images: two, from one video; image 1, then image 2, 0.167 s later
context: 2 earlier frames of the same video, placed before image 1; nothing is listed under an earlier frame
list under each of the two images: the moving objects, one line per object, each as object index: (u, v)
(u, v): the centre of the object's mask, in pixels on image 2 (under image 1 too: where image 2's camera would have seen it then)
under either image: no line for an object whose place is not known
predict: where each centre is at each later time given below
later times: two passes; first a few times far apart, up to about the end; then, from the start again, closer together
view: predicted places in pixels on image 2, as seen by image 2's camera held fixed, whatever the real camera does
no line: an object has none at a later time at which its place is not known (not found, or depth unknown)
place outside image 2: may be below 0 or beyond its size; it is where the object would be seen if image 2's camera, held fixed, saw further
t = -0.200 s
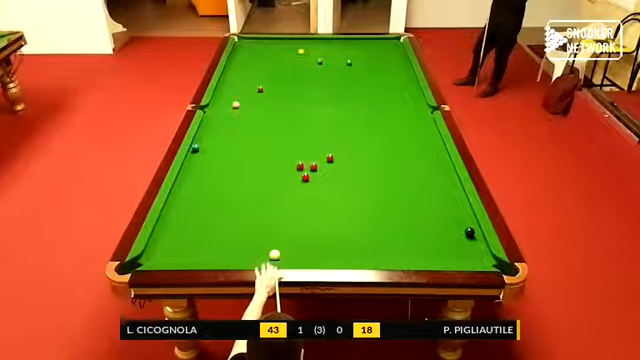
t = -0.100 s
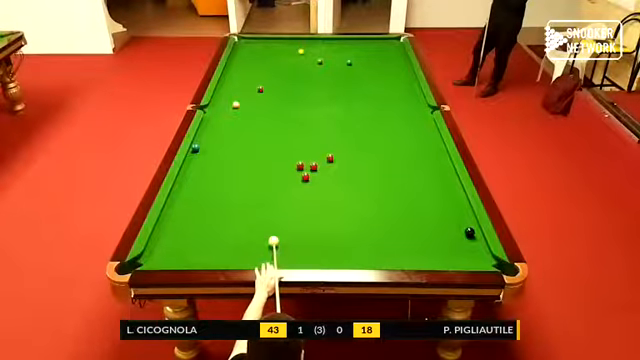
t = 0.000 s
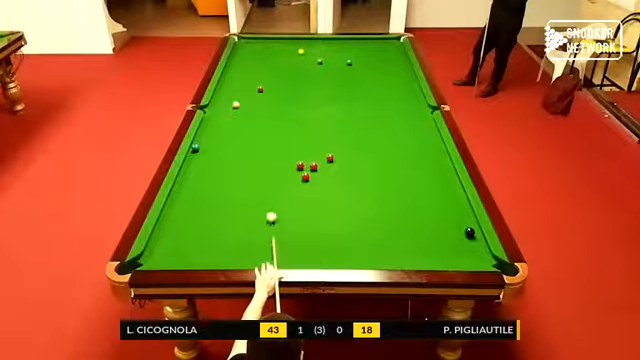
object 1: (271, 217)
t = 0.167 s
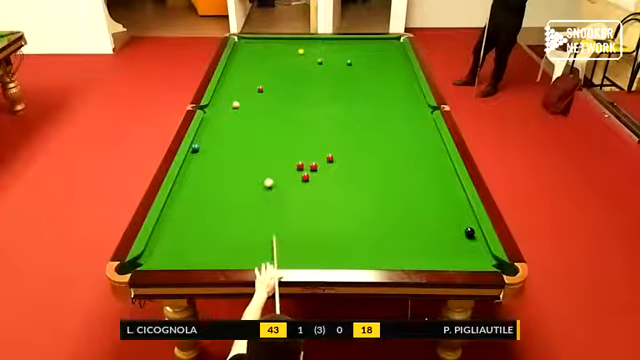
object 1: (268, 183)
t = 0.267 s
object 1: (267, 165)
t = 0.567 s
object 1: (263, 122)
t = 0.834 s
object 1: (260, 93)
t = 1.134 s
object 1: (260, 87)
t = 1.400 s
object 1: (259, 80)
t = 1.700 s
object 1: (259, 75)
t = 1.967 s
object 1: (259, 70)
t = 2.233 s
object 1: (258, 66)
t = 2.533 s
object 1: (258, 62)
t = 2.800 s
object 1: (258, 59)
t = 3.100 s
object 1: (257, 56)
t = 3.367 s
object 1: (257, 54)
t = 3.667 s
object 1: (257, 52)
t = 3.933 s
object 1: (257, 50)
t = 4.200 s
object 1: (257, 48)
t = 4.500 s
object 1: (256, 47)
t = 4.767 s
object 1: (256, 46)
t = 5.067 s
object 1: (256, 45)
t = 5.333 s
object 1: (256, 44)
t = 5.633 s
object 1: (256, 44)
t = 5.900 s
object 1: (256, 44)
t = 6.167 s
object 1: (256, 44)
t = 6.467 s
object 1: (256, 44)
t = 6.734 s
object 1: (256, 44)
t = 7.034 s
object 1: (256, 44)
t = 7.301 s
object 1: (256, 44)
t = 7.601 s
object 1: (256, 44)
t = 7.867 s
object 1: (256, 44)
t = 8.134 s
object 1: (256, 44)
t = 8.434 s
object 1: (256, 44)
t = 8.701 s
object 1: (256, 44)
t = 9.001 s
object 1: (256, 44)
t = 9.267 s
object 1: (256, 44)
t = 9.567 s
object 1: (256, 44)
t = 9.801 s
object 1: (256, 44)
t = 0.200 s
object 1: (268, 176)
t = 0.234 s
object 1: (267, 171)
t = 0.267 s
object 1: (267, 165)
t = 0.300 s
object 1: (266, 159)
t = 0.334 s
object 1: (265, 154)
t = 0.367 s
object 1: (265, 149)
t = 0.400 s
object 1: (265, 144)
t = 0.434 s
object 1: (264, 139)
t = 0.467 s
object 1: (264, 135)
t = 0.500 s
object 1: (263, 131)
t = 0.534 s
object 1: (263, 126)
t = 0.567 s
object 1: (263, 122)
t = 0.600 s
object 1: (263, 118)
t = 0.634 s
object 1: (262, 114)
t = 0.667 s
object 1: (262, 110)
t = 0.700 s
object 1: (262, 107)
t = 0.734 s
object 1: (262, 103)
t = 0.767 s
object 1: (261, 100)
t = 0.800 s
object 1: (261, 96)
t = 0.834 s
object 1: (260, 93)
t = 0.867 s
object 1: (260, 91)
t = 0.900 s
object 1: (260, 91)
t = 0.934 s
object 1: (260, 90)
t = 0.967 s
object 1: (260, 90)
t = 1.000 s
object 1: (260, 89)
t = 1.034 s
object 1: (260, 89)
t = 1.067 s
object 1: (260, 88)
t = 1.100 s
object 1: (260, 87)
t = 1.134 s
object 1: (260, 87)
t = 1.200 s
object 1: (260, 85)
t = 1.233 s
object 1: (260, 84)
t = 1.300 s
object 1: (259, 82)
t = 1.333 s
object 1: (259, 82)
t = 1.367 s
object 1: (259, 81)
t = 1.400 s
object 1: (259, 80)
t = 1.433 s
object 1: (259, 80)
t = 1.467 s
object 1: (259, 79)
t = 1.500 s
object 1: (259, 78)
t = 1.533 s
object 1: (259, 77)
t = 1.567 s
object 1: (259, 77)
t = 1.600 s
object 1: (259, 76)
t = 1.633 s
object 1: (259, 76)
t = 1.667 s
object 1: (259, 75)
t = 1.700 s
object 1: (259, 75)
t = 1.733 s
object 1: (259, 74)
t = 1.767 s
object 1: (259, 74)
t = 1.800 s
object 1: (259, 73)
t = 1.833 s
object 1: (259, 73)
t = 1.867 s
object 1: (259, 72)
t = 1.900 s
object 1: (259, 71)
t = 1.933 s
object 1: (259, 71)
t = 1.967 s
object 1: (259, 70)
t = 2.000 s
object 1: (259, 70)
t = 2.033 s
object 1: (259, 69)
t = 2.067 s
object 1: (259, 69)
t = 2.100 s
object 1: (259, 68)
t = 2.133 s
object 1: (259, 68)
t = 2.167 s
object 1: (259, 67)
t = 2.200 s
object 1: (259, 67)
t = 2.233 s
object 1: (258, 66)
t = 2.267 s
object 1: (258, 65)
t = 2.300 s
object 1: (258, 65)
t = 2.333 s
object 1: (258, 65)
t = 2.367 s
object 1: (258, 65)
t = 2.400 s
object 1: (258, 64)
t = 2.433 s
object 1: (258, 64)
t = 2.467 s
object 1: (258, 63)
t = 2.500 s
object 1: (258, 63)
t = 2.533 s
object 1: (258, 62)
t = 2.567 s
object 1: (258, 62)
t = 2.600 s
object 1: (258, 62)
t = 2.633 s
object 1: (258, 61)
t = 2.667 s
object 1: (258, 61)
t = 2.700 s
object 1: (258, 60)
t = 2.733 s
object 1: (258, 60)
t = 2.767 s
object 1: (258, 59)
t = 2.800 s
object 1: (258, 59)
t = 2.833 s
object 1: (258, 58)
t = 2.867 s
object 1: (258, 58)
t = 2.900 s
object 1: (258, 58)
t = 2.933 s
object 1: (258, 58)
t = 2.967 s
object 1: (258, 58)
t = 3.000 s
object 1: (258, 57)
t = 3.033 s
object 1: (258, 57)
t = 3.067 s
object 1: (257, 56)
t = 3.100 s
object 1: (257, 56)
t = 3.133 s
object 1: (257, 55)
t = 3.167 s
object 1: (257, 55)
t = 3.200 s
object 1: (257, 55)
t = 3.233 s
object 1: (257, 54)
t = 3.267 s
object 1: (257, 54)
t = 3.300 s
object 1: (257, 54)
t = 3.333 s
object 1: (257, 54)
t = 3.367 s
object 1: (257, 54)
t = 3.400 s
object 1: (257, 53)
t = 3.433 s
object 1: (257, 53)
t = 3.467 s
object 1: (257, 53)
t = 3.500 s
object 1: (257, 52)
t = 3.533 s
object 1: (257, 52)
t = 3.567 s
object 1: (257, 52)
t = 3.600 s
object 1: (257, 52)
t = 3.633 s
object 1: (257, 52)
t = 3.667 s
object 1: (257, 52)
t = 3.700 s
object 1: (257, 52)
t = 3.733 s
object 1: (257, 51)
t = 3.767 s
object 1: (257, 51)
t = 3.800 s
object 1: (257, 50)
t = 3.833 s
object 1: (257, 50)
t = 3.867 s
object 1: (257, 50)
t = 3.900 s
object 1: (257, 50)
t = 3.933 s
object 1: (257, 50)
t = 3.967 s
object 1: (257, 50)
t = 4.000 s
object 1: (257, 49)
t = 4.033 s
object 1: (257, 49)
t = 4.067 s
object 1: (257, 49)
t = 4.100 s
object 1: (257, 48)
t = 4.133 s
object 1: (257, 48)
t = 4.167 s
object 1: (257, 48)
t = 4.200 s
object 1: (257, 48)
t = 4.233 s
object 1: (257, 48)
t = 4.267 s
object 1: (257, 48)
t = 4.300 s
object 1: (257, 48)
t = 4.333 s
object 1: (257, 48)
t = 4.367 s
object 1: (257, 47)
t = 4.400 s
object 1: (257, 47)
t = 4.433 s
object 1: (257, 47)
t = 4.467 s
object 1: (256, 47)
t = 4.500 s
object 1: (256, 47)
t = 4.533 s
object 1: (256, 46)
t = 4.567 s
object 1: (257, 46)
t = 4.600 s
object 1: (257, 46)
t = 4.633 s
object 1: (257, 46)
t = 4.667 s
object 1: (257, 46)
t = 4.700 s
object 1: (256, 46)
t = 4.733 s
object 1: (256, 46)
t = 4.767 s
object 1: (256, 46)
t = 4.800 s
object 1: (256, 45)
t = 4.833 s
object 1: (256, 45)
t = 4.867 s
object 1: (256, 45)
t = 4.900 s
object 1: (256, 45)
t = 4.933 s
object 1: (256, 45)
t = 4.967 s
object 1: (256, 45)
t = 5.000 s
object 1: (256, 45)
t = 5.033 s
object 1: (256, 45)
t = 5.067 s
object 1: (256, 45)
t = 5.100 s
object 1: (256, 45)
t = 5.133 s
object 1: (256, 45)
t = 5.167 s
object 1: (256, 45)
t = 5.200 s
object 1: (256, 45)
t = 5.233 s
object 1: (256, 44)
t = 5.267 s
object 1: (256, 44)
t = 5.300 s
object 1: (256, 44)
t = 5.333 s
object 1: (256, 44)
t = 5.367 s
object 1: (256, 44)
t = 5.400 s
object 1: (256, 44)
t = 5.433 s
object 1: (256, 44)
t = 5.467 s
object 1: (256, 44)
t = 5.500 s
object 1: (256, 44)
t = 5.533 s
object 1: (256, 44)
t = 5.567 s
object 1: (256, 44)
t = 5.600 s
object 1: (256, 44)
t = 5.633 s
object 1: (256, 44)
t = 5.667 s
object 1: (256, 44)
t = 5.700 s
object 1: (256, 44)
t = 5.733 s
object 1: (256, 44)
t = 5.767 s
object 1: (256, 44)
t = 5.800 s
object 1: (256, 44)
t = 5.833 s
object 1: (256, 44)
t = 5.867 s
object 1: (256, 44)
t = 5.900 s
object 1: (256, 44)
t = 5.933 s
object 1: (256, 44)
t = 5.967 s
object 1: (256, 44)
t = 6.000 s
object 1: (256, 44)
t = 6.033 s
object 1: (256, 44)
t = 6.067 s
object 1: (256, 44)
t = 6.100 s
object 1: (256, 44)
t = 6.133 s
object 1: (256, 44)
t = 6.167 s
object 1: (256, 44)
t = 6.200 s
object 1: (256, 44)
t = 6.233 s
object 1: (256, 44)
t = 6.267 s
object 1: (256, 44)
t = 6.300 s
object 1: (256, 44)
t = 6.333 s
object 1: (256, 44)
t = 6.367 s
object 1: (256, 44)
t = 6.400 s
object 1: (256, 44)
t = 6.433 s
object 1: (256, 44)
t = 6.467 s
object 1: (256, 44)
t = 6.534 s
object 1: (256, 44)
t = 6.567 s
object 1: (256, 44)
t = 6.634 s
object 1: (256, 44)
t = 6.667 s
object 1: (256, 44)
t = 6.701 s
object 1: (256, 44)
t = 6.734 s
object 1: (256, 44)
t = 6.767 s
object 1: (256, 44)
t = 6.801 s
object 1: (256, 44)
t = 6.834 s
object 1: (256, 44)
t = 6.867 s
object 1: (256, 44)
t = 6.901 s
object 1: (256, 44)
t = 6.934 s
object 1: (256, 44)
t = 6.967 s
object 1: (256, 44)
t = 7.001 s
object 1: (256, 44)
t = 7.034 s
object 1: (256, 44)
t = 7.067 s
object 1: (256, 44)
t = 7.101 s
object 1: (256, 44)
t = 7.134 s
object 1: (256, 44)
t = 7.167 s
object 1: (256, 44)
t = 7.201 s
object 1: (256, 44)
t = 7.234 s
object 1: (256, 44)
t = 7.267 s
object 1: (256, 44)
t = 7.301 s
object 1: (256, 44)
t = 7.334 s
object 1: (256, 44)
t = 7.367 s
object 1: (256, 44)
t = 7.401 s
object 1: (256, 44)
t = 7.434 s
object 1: (256, 44)
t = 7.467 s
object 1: (256, 44)
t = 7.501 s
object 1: (256, 44)
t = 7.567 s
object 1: (256, 44)
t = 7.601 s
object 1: (256, 44)
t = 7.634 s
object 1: (256, 44)
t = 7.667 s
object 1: (256, 44)
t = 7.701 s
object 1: (256, 44)
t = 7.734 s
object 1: (256, 44)
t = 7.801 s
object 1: (256, 44)
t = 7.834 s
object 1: (256, 44)
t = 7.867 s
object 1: (256, 44)
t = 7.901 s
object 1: (256, 44)
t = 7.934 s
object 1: (256, 44)
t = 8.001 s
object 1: (256, 44)
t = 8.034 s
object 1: (256, 44)
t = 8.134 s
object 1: (256, 44)
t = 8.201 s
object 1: (256, 44)
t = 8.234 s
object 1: (256, 44)
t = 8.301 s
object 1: (256, 44)
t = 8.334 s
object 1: (256, 44)
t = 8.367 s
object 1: (256, 44)
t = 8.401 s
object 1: (256, 44)
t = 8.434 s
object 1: (256, 44)
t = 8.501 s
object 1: (256, 44)
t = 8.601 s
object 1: (256, 44)
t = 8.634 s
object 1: (256, 44)
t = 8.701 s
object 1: (256, 44)
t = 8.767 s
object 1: (256, 44)
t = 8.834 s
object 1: (256, 44)
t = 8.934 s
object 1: (256, 44)
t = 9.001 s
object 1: (256, 44)
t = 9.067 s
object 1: (256, 44)
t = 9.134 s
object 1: (256, 44)
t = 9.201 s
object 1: (256, 44)
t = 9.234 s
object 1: (256, 44)
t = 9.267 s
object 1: (256, 44)
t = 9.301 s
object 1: (256, 44)
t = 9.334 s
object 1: (256, 44)
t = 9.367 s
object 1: (256, 44)
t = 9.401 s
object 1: (256, 44)
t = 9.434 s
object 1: (256, 44)
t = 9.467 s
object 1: (256, 44)
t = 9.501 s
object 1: (256, 44)
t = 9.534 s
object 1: (256, 44)
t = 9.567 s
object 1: (256, 44)
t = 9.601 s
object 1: (256, 44)
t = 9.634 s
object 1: (256, 44)
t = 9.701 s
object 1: (256, 44)
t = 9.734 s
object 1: (256, 44)
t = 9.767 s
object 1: (256, 44)
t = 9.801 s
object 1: (256, 44)
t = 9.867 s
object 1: (256, 44)
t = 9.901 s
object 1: (256, 44)
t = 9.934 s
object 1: (256, 44)
